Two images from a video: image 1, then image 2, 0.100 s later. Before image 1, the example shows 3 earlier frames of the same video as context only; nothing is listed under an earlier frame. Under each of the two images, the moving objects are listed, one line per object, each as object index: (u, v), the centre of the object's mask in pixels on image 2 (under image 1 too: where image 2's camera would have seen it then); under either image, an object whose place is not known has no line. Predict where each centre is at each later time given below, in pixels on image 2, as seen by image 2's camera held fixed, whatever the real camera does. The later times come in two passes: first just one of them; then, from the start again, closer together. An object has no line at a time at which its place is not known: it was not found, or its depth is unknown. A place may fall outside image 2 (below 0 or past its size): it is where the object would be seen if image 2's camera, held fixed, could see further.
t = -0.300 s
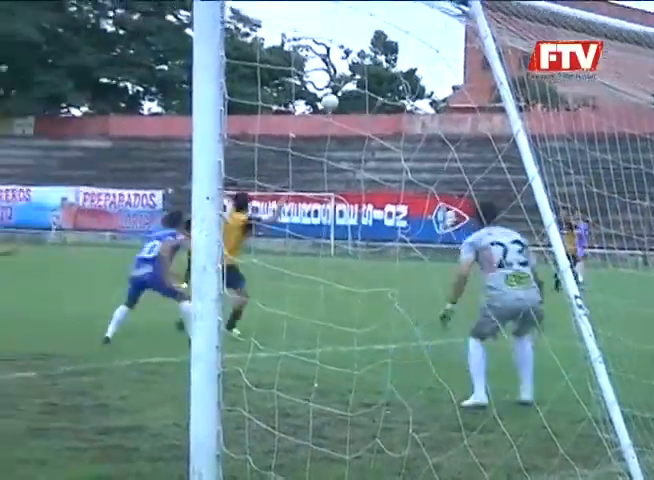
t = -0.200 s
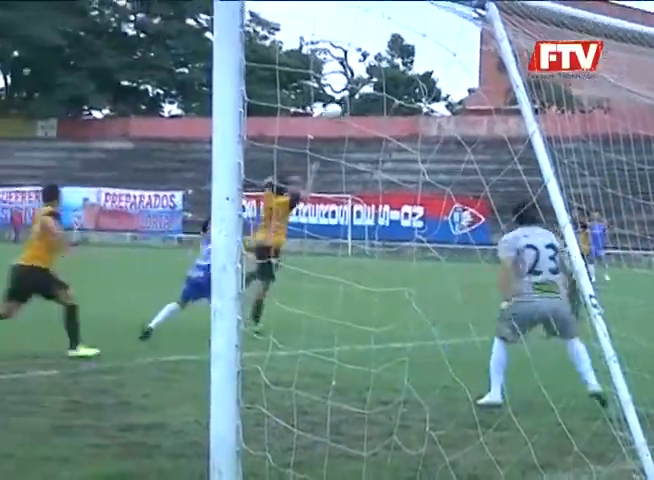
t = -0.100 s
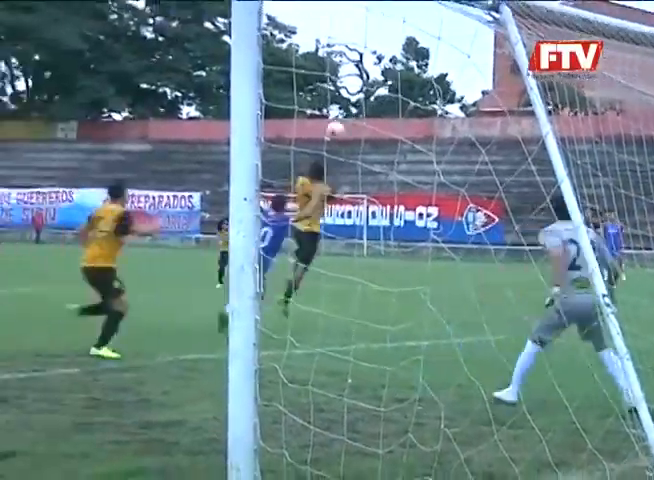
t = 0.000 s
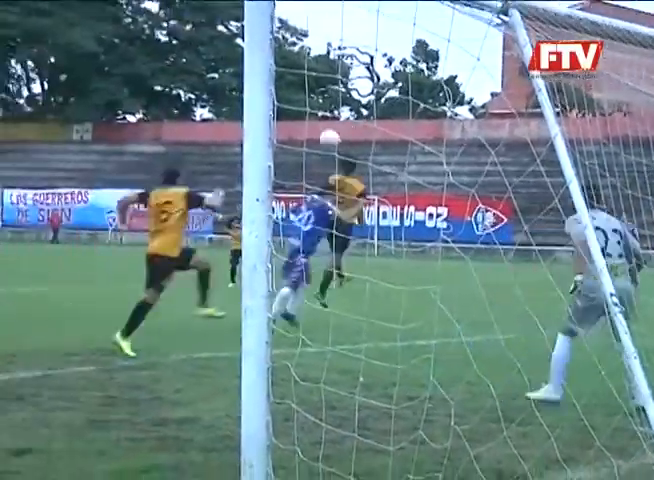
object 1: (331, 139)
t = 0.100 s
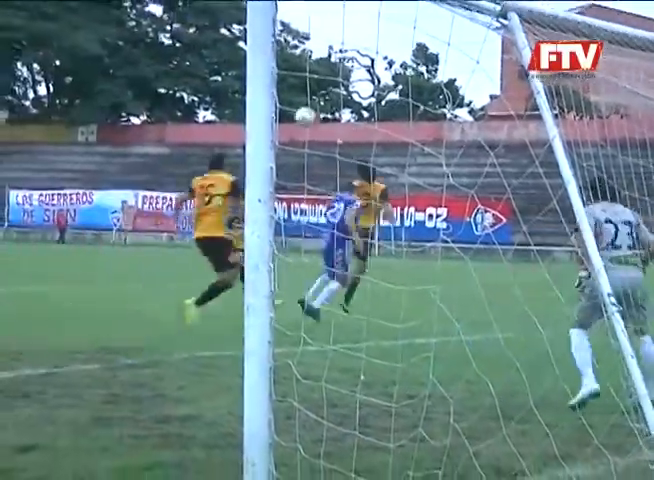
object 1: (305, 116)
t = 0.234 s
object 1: (278, 99)
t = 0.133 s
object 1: (296, 111)
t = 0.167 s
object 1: (288, 106)
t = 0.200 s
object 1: (283, 101)
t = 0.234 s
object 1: (278, 99)
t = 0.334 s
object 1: (235, 96)
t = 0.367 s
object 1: (226, 99)
